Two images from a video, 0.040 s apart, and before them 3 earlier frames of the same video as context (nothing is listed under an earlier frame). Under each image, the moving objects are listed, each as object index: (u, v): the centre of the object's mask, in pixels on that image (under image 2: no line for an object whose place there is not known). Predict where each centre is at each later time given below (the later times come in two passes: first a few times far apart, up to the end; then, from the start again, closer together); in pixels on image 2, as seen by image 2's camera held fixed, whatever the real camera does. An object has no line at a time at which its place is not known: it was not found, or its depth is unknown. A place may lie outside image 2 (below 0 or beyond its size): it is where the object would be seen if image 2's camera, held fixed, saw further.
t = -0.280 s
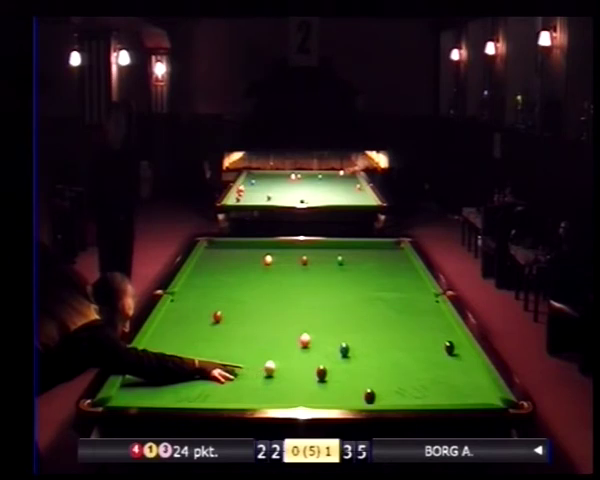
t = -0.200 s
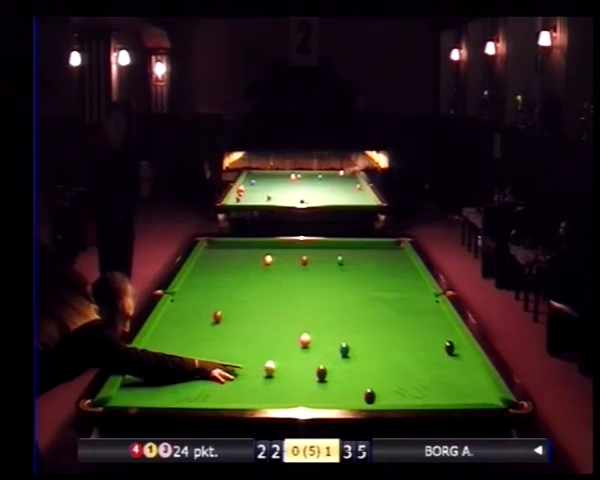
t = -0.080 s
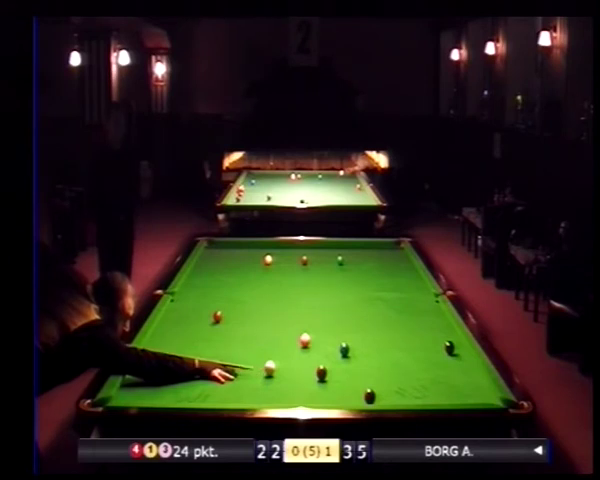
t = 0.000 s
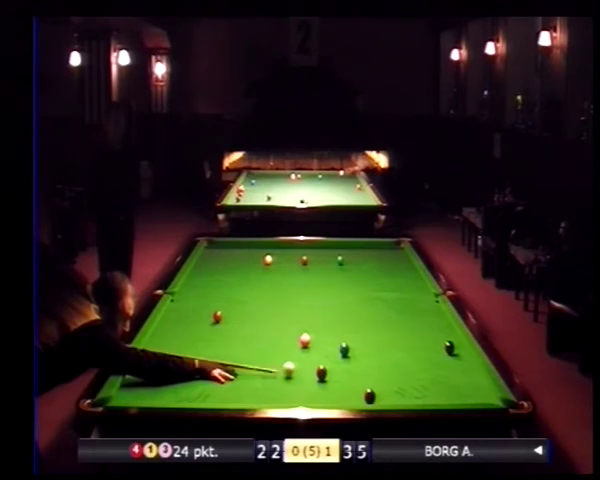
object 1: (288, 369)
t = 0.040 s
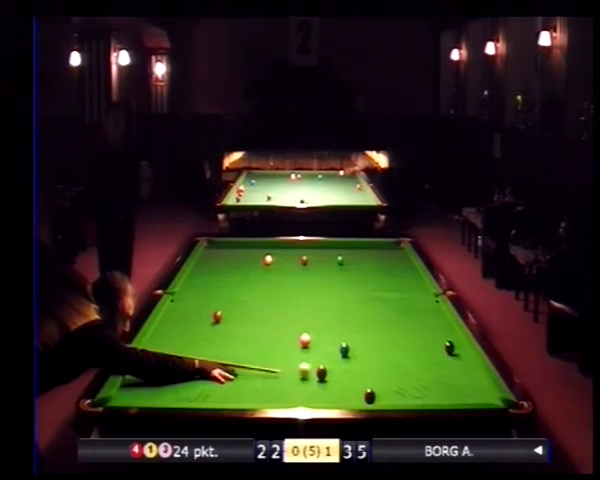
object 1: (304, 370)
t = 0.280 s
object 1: (319, 364)
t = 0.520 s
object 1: (323, 359)
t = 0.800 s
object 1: (328, 354)
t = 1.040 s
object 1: (331, 349)
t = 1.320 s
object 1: (335, 345)
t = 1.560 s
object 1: (338, 341)
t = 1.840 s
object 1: (341, 337)
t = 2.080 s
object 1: (344, 335)
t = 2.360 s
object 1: (347, 333)
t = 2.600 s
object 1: (349, 332)
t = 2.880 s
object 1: (351, 330)
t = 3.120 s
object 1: (352, 328)
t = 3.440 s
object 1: (351, 328)
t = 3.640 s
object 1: (354, 327)
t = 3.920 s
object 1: (354, 327)
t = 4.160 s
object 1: (354, 327)
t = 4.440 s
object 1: (354, 327)
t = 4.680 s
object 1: (354, 327)
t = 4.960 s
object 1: (354, 327)
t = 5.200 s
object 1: (354, 327)
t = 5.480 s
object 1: (354, 327)
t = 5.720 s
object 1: (354, 327)
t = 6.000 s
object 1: (354, 327)
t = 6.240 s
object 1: (354, 327)
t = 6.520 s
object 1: (354, 327)
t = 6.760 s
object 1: (354, 327)
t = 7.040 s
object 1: (354, 327)
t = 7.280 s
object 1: (354, 327)
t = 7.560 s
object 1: (354, 327)
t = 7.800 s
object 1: (354, 327)
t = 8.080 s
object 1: (354, 327)
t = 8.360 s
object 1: (354, 327)
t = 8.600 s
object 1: (354, 327)
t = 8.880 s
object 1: (354, 327)
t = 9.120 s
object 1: (354, 327)
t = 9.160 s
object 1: (354, 327)
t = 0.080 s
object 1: (313, 370)
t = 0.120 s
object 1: (315, 369)
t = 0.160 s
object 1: (316, 367)
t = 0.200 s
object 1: (317, 366)
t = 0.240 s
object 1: (318, 365)
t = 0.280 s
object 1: (319, 364)
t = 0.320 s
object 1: (319, 364)
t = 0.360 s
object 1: (320, 363)
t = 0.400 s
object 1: (321, 362)
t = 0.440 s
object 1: (321, 361)
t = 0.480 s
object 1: (322, 360)
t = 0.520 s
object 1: (323, 359)
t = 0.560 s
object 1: (324, 358)
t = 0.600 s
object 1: (324, 358)
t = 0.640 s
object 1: (325, 356)
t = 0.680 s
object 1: (326, 356)
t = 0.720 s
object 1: (326, 355)
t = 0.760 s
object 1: (327, 354)
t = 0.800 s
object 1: (328, 354)
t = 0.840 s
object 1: (328, 353)
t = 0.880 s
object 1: (329, 352)
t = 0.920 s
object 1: (329, 351)
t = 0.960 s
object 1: (330, 350)
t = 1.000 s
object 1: (331, 350)
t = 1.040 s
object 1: (331, 349)
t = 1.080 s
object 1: (332, 348)
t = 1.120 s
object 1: (333, 348)
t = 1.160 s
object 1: (333, 347)
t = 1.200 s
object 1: (334, 346)
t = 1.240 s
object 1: (334, 346)
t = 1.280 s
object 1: (335, 345)
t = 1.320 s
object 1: (335, 345)
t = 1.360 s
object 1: (336, 344)
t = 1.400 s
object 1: (336, 343)
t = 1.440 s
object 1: (337, 343)
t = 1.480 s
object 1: (337, 342)
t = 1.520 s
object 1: (338, 342)
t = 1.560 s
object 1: (338, 341)
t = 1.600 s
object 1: (338, 341)
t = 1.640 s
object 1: (339, 340)
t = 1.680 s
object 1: (339, 339)
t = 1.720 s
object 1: (340, 339)
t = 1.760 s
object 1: (340, 338)
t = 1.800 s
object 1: (341, 338)
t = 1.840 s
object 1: (341, 337)
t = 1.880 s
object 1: (342, 337)
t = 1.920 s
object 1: (342, 336)
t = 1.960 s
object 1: (343, 336)
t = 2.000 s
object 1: (343, 336)
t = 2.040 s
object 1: (344, 335)
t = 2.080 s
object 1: (344, 335)
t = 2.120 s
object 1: (344, 335)
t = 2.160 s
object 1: (345, 335)
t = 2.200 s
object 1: (346, 335)
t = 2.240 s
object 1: (346, 335)
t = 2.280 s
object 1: (346, 334)
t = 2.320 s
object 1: (346, 334)
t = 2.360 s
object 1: (347, 333)
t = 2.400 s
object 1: (347, 333)
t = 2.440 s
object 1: (348, 333)
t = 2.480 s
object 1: (348, 333)
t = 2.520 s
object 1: (348, 332)
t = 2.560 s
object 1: (348, 332)
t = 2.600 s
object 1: (349, 332)
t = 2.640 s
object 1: (349, 331)
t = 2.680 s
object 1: (349, 331)
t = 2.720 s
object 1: (350, 331)
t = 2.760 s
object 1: (350, 331)
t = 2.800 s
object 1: (350, 331)
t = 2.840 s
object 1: (350, 330)
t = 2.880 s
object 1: (351, 330)
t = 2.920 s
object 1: (351, 330)
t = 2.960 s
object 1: (351, 330)
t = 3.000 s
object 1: (352, 329)
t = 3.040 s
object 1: (351, 329)
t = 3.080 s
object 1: (352, 329)
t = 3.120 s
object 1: (352, 328)
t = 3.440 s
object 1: (351, 328)
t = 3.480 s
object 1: (353, 328)
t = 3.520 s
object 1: (353, 327)
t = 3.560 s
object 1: (353, 327)
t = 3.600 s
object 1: (353, 327)
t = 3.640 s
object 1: (354, 327)
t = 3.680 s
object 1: (354, 327)
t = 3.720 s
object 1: (353, 327)
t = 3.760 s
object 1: (354, 327)
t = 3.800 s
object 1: (354, 327)
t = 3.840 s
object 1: (354, 327)
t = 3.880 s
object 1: (354, 327)
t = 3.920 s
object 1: (354, 327)
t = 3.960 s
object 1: (354, 327)
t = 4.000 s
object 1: (354, 327)
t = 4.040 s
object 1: (354, 327)
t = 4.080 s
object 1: (354, 327)
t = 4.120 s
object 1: (354, 327)
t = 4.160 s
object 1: (354, 327)
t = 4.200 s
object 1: (353, 327)
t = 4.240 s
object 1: (354, 327)
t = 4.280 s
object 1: (354, 327)
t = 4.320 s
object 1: (354, 327)
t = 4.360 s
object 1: (354, 327)
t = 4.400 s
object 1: (354, 327)
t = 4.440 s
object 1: (354, 327)
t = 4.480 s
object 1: (354, 327)
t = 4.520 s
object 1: (354, 327)
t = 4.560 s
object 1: (354, 327)
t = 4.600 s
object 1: (354, 327)
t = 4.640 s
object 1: (354, 327)
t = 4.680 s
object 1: (354, 327)
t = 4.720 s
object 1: (354, 327)
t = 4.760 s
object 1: (354, 327)
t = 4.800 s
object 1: (354, 327)
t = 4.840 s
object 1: (354, 327)
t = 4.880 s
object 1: (354, 327)
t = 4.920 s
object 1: (354, 327)
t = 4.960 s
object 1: (354, 327)
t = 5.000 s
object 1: (354, 327)
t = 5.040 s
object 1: (354, 327)
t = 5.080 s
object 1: (354, 327)
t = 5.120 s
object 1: (354, 327)
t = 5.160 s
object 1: (354, 327)
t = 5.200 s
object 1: (354, 327)
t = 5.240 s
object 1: (354, 327)
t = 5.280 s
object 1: (354, 327)
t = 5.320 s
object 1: (354, 327)
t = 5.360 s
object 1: (354, 327)
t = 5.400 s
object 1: (354, 327)
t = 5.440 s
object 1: (354, 327)
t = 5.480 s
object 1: (354, 327)
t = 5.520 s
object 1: (354, 327)
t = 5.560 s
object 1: (354, 327)
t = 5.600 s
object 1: (354, 327)
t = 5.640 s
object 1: (354, 327)
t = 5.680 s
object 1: (354, 327)
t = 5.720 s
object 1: (354, 327)
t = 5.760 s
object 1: (354, 327)
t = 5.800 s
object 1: (354, 327)
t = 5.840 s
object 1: (354, 327)
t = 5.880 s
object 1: (354, 327)
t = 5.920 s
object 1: (354, 327)
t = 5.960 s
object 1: (354, 327)
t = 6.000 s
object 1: (354, 327)
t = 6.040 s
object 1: (354, 327)
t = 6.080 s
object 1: (354, 327)
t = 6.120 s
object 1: (354, 327)
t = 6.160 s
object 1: (354, 327)
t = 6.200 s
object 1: (354, 327)
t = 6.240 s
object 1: (354, 327)
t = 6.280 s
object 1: (354, 327)
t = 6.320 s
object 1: (354, 327)
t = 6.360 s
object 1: (354, 327)
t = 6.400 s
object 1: (354, 327)
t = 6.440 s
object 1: (354, 327)
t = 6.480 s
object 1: (354, 327)
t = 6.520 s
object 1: (354, 327)
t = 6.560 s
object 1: (354, 327)
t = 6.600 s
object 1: (354, 327)
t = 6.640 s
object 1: (354, 327)
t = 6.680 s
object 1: (354, 327)
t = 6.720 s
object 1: (354, 327)
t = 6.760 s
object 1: (354, 327)
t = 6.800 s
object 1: (354, 327)
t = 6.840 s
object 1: (354, 327)
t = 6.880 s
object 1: (354, 327)
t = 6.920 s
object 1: (354, 327)
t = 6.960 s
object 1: (354, 327)
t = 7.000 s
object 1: (354, 327)
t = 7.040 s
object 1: (354, 327)
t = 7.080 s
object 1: (354, 327)
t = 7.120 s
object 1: (354, 327)
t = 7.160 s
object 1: (354, 327)
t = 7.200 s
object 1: (354, 327)
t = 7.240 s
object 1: (354, 327)
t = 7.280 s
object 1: (354, 327)
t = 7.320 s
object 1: (354, 327)
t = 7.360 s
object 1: (354, 327)
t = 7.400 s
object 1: (354, 327)
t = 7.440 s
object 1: (354, 327)
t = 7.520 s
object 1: (354, 327)
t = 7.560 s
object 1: (354, 327)
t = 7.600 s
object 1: (354, 327)
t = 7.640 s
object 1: (354, 327)
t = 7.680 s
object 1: (354, 327)
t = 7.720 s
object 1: (354, 327)
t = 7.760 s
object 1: (354, 327)
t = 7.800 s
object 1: (354, 327)
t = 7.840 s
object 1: (354, 327)
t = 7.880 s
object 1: (354, 327)
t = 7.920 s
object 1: (354, 327)
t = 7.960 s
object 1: (354, 327)
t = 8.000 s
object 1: (354, 327)
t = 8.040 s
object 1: (354, 327)
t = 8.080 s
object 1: (354, 327)
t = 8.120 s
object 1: (354, 327)
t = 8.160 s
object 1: (354, 327)
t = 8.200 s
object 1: (354, 327)
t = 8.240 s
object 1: (354, 327)
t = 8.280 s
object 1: (354, 327)
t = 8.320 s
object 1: (354, 327)
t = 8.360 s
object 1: (354, 327)
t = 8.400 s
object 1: (354, 327)
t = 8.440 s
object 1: (354, 327)
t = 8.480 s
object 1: (354, 327)
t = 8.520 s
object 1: (354, 327)
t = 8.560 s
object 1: (354, 327)
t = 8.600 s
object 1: (354, 327)
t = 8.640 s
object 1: (354, 327)
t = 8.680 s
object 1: (354, 327)
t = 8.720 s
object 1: (354, 327)
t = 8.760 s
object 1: (354, 327)
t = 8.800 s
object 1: (354, 327)
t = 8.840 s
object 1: (354, 327)
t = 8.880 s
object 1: (354, 327)
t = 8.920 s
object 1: (354, 327)
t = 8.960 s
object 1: (354, 327)
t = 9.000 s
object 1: (354, 327)
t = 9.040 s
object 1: (354, 327)
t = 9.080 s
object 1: (354, 327)
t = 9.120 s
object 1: (354, 327)
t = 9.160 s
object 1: (354, 327)
